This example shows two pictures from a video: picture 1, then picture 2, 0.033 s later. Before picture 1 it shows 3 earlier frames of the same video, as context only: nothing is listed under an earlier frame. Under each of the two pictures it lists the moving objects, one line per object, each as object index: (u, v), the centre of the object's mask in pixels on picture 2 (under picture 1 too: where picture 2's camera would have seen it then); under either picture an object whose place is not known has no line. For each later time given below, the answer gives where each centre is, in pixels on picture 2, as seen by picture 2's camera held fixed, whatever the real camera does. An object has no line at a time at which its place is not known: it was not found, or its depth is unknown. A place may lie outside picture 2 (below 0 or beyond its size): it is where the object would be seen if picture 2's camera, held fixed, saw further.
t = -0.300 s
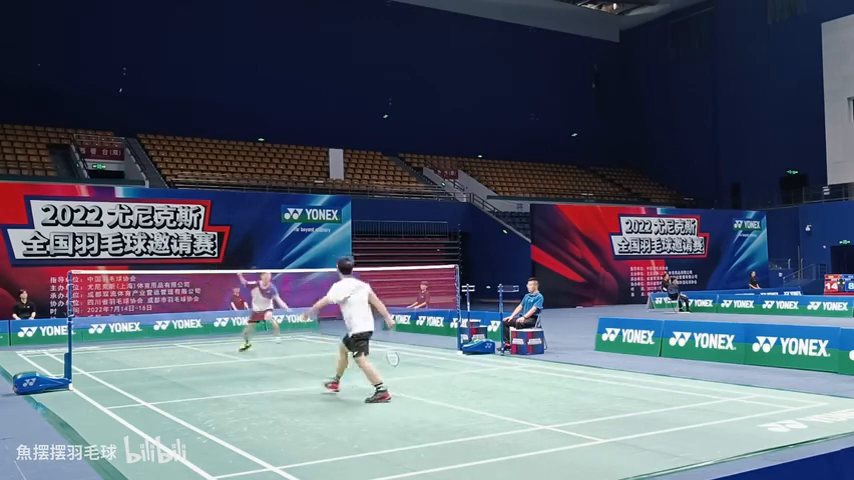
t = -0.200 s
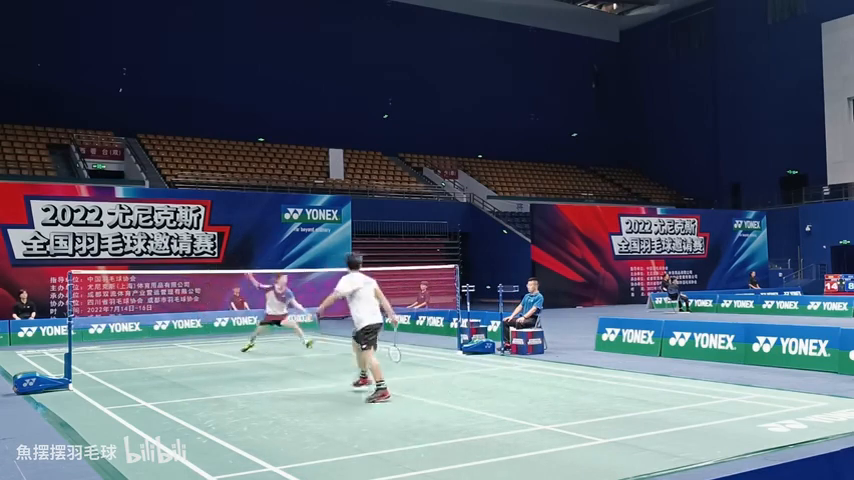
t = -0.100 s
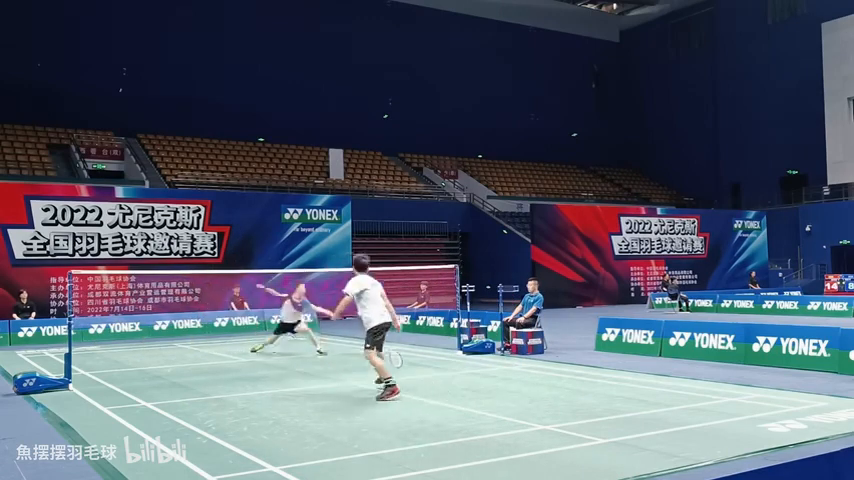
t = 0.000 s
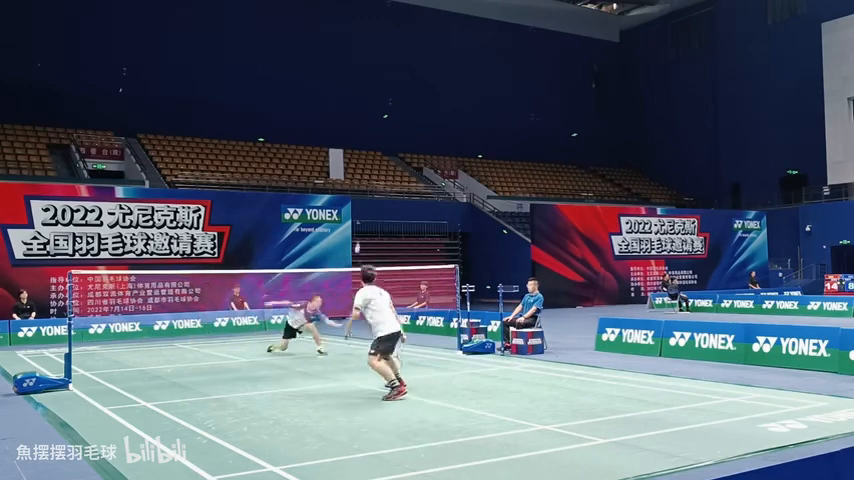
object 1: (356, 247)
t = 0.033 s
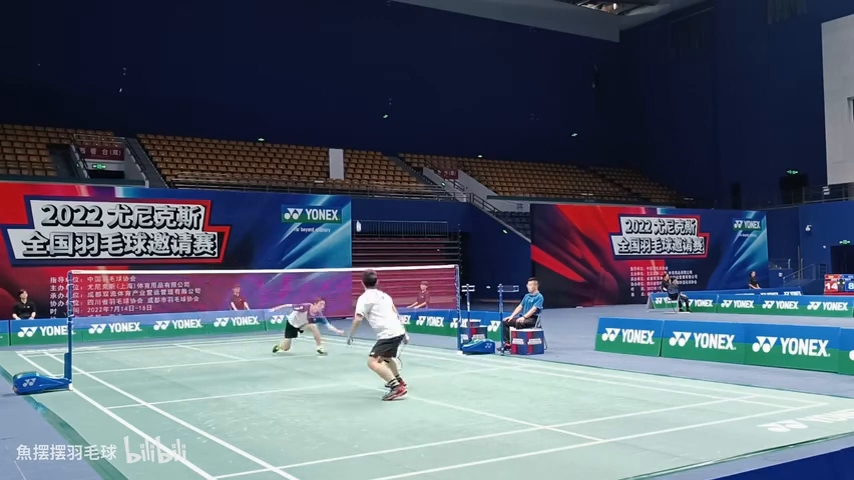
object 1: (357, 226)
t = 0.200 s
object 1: (357, 140)
